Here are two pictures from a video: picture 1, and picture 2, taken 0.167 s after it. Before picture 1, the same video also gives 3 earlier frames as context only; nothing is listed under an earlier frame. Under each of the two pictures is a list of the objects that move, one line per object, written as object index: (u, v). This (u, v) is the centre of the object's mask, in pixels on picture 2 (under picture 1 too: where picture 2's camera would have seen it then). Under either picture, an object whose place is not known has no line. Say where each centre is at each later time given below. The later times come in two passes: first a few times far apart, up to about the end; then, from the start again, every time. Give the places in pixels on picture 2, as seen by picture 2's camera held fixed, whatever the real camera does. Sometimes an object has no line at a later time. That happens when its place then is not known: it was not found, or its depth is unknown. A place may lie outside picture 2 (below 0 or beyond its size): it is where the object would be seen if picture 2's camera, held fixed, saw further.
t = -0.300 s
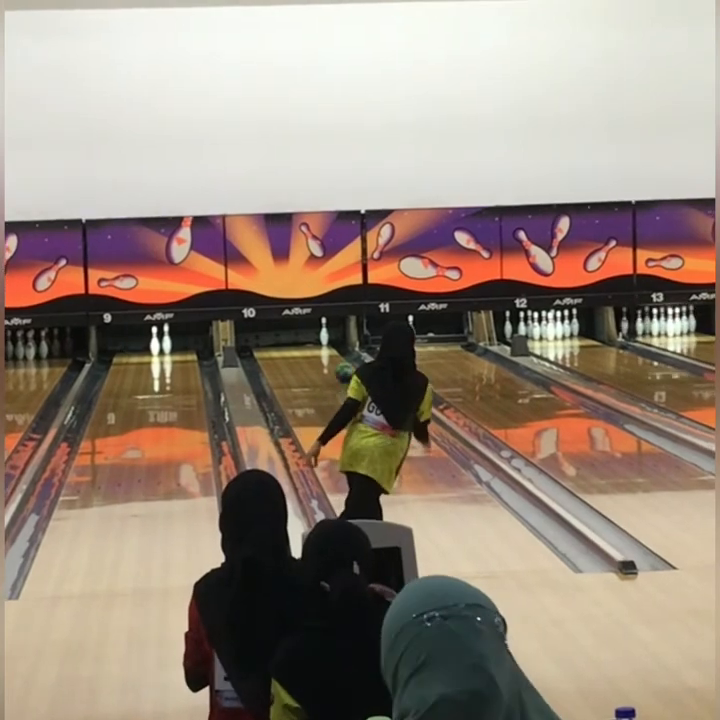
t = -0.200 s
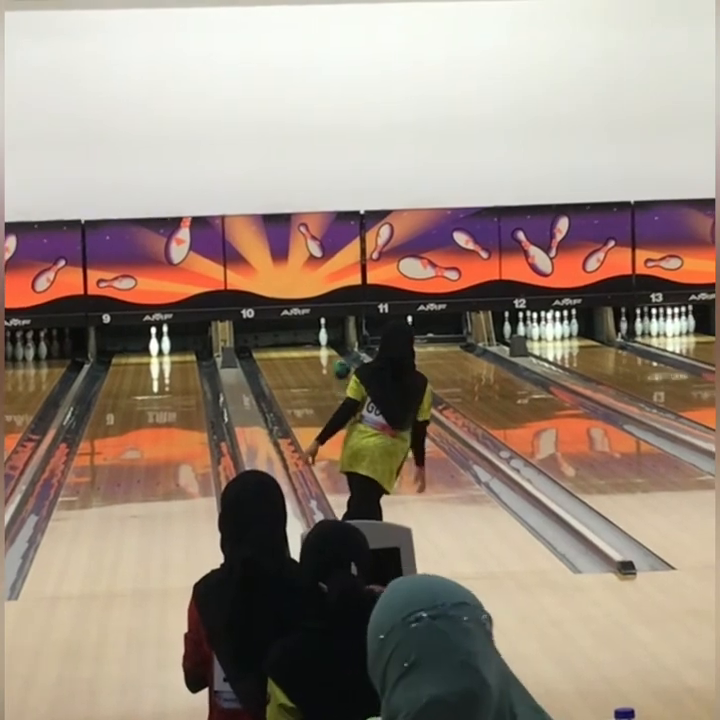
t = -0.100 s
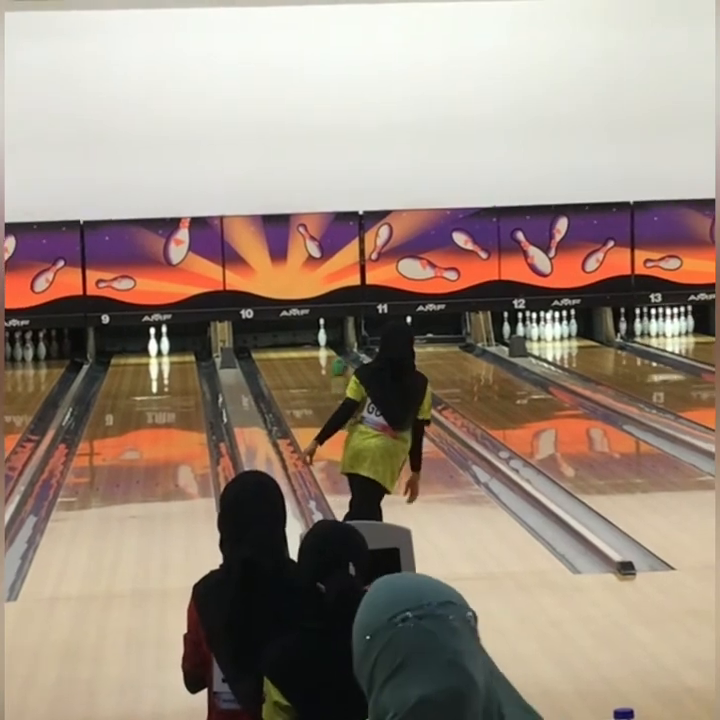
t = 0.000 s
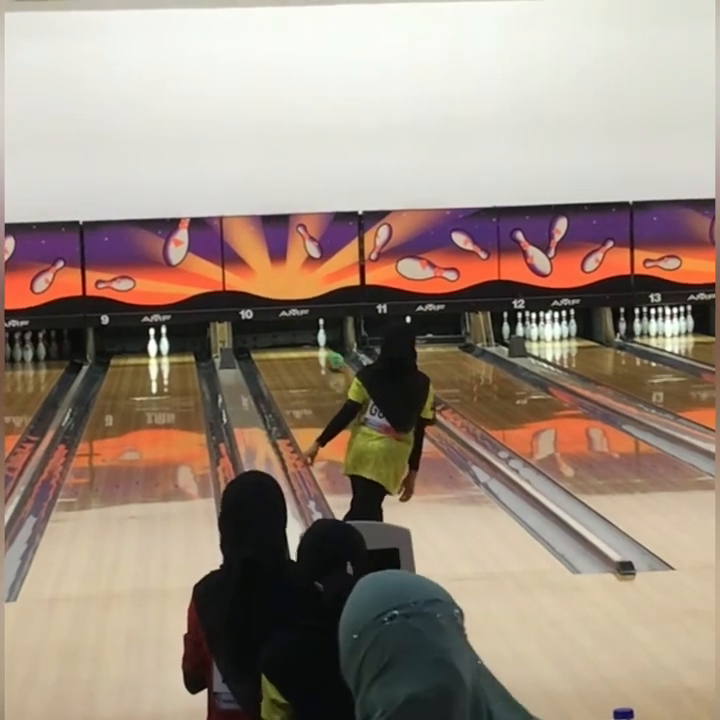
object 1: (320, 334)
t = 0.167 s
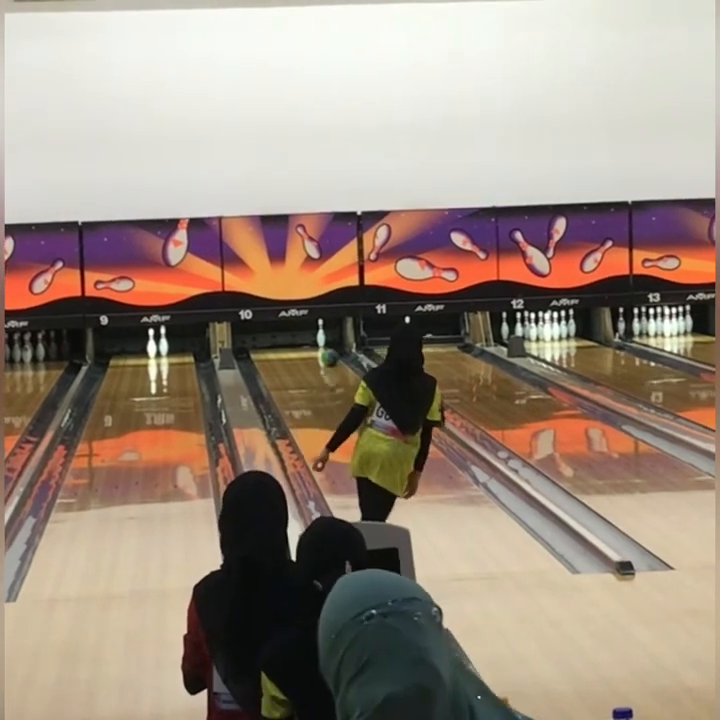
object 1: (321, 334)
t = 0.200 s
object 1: (321, 334)
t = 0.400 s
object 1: (321, 332)
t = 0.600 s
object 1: (321, 329)
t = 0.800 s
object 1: (321, 333)
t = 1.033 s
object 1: (331, 337)
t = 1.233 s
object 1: (330, 344)
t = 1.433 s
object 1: (334, 349)
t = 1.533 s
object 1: (332, 349)
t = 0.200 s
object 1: (321, 334)
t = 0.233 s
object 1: (321, 333)
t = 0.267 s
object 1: (321, 333)
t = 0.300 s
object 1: (321, 333)
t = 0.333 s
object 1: (320, 332)
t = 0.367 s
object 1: (320, 333)
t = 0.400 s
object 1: (321, 332)
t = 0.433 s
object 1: (320, 332)
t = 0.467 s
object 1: (320, 331)
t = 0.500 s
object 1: (320, 331)
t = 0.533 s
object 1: (320, 331)
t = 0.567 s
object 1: (321, 329)
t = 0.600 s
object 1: (321, 329)
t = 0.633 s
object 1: (321, 330)
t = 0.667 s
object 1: (321, 330)
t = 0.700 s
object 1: (321, 331)
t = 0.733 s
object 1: (321, 332)
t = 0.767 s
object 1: (321, 333)
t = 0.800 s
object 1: (321, 333)
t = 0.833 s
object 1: (321, 334)
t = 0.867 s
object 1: (321, 334)
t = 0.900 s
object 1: (322, 334)
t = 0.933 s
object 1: (324, 334)
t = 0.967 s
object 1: (327, 334)
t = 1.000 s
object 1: (329, 335)
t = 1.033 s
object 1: (331, 337)
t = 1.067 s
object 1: (333, 340)
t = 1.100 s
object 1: (333, 341)
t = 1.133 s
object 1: (332, 342)
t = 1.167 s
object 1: (330, 343)
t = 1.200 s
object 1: (329, 345)
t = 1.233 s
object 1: (330, 344)
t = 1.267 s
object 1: (330, 345)
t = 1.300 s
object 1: (330, 345)
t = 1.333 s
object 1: (329, 345)
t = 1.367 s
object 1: (330, 346)
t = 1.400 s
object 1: (328, 347)
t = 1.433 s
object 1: (334, 349)
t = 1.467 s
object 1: (334, 350)
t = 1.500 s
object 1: (333, 349)
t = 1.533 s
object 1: (332, 349)
